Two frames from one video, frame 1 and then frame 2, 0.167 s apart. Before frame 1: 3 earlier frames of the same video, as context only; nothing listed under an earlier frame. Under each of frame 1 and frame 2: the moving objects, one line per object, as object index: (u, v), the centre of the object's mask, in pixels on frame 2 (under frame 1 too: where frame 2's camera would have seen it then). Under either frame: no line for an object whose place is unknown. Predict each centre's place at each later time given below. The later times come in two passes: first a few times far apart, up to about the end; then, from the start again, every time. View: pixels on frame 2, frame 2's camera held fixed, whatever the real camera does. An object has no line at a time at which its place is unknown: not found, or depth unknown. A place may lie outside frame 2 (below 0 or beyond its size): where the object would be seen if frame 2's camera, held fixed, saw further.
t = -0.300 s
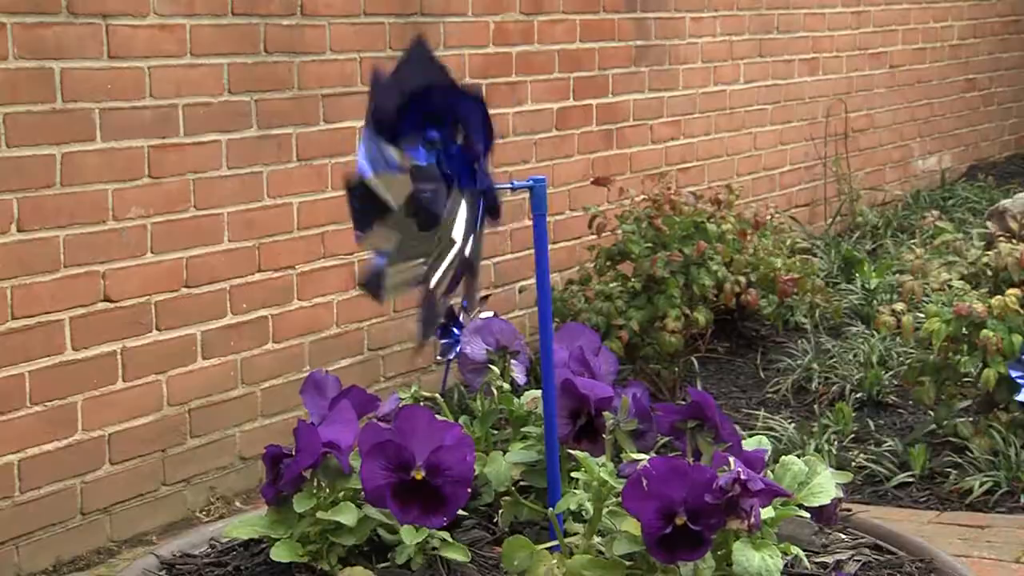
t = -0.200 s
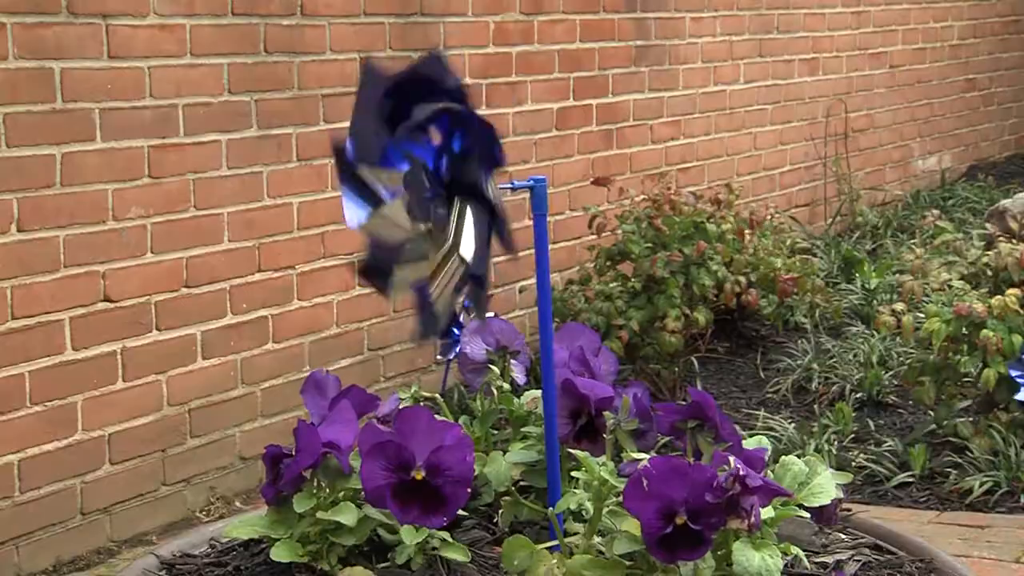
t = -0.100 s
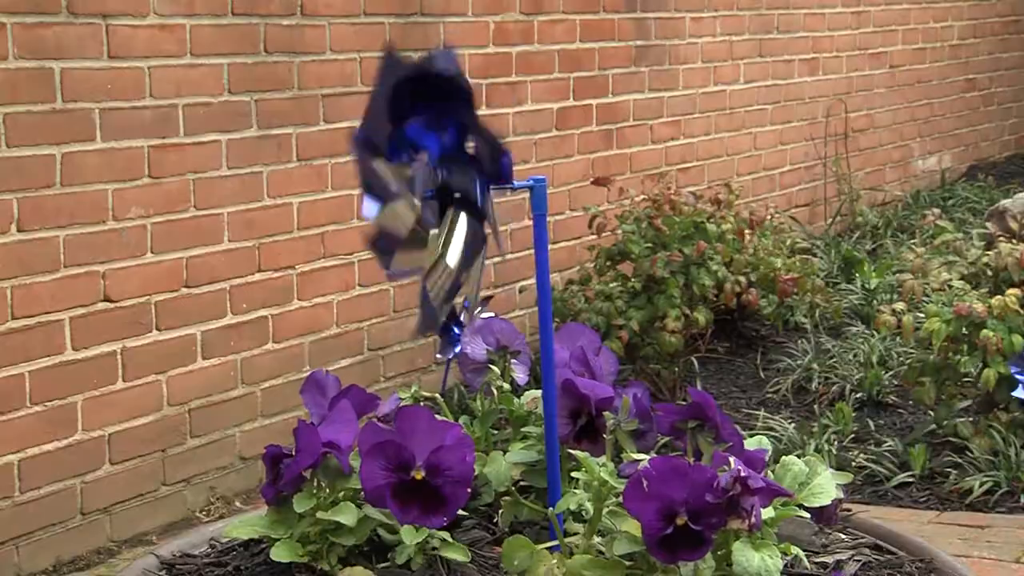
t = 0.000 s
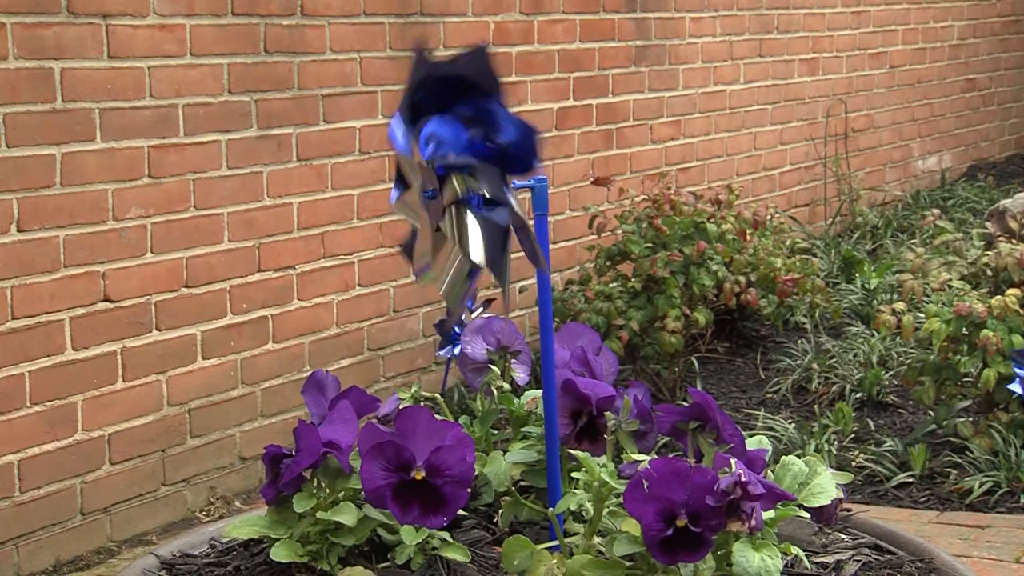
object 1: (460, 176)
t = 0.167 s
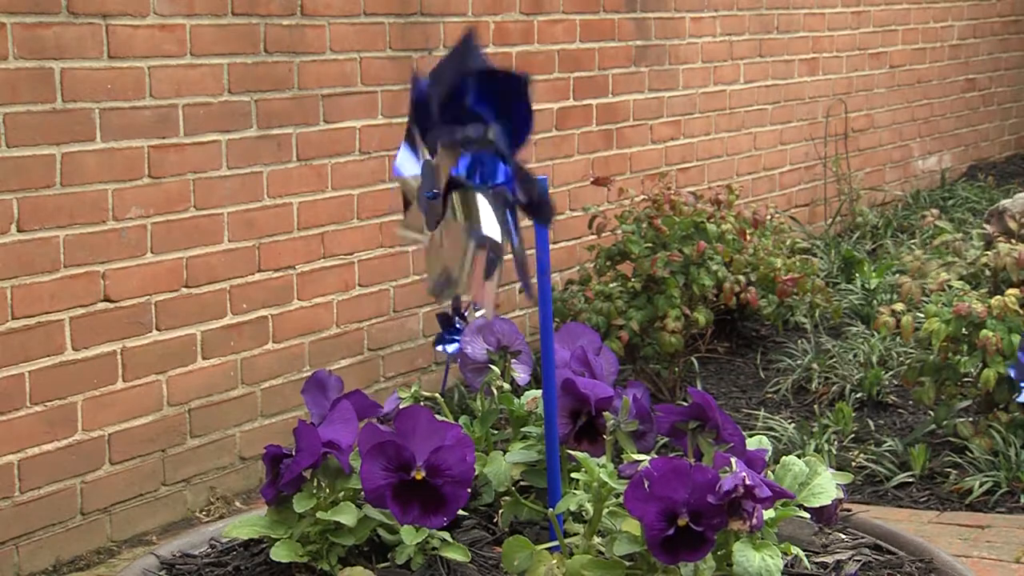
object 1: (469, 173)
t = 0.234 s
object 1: (472, 173)
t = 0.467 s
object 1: (445, 186)
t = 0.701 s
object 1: (453, 179)
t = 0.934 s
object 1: (458, 170)
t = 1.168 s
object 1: (448, 181)
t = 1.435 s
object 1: (441, 184)
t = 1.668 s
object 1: (401, 182)
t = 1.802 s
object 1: (406, 184)
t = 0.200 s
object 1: (472, 172)
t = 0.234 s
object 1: (472, 173)
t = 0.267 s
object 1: (471, 172)
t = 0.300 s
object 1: (468, 171)
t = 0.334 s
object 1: (464, 177)
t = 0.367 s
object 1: (459, 177)
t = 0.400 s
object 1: (452, 180)
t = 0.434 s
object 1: (446, 183)
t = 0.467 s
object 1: (445, 186)
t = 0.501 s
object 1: (446, 188)
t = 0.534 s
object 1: (447, 188)
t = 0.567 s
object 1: (447, 190)
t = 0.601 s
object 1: (447, 190)
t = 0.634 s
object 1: (447, 184)
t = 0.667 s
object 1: (449, 181)
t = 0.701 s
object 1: (453, 179)
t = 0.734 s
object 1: (453, 177)
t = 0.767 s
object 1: (450, 176)
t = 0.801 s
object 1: (450, 174)
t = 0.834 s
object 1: (451, 173)
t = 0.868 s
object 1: (454, 174)
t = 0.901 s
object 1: (457, 172)
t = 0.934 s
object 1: (458, 170)
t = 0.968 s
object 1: (459, 172)
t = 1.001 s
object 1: (457, 173)
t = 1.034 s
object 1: (457, 175)
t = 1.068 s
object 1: (457, 178)
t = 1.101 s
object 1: (455, 178)
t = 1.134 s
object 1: (451, 181)
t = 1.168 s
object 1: (448, 181)
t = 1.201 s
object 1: (442, 181)
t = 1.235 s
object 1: (437, 179)
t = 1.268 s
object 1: (434, 180)
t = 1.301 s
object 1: (432, 178)
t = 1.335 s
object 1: (432, 180)
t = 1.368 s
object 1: (435, 181)
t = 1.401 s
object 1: (438, 181)
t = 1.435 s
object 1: (441, 184)
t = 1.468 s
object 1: (441, 181)
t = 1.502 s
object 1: (436, 184)
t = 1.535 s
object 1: (425, 184)
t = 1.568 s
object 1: (411, 184)
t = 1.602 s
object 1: (403, 187)
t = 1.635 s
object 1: (404, 185)
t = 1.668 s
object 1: (401, 182)
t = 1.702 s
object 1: (401, 183)
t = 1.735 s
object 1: (400, 182)
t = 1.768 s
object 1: (403, 186)
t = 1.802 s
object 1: (406, 184)
